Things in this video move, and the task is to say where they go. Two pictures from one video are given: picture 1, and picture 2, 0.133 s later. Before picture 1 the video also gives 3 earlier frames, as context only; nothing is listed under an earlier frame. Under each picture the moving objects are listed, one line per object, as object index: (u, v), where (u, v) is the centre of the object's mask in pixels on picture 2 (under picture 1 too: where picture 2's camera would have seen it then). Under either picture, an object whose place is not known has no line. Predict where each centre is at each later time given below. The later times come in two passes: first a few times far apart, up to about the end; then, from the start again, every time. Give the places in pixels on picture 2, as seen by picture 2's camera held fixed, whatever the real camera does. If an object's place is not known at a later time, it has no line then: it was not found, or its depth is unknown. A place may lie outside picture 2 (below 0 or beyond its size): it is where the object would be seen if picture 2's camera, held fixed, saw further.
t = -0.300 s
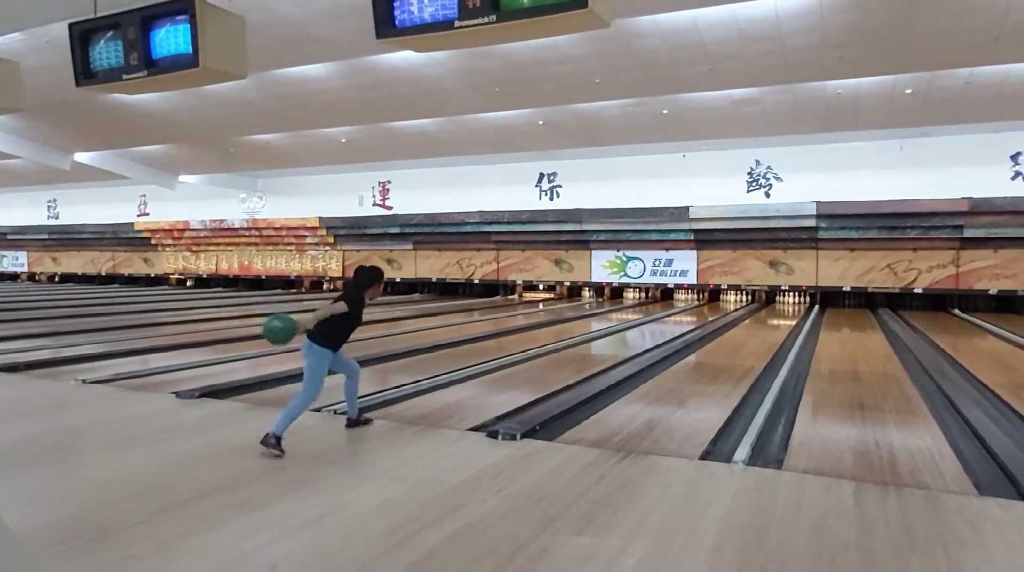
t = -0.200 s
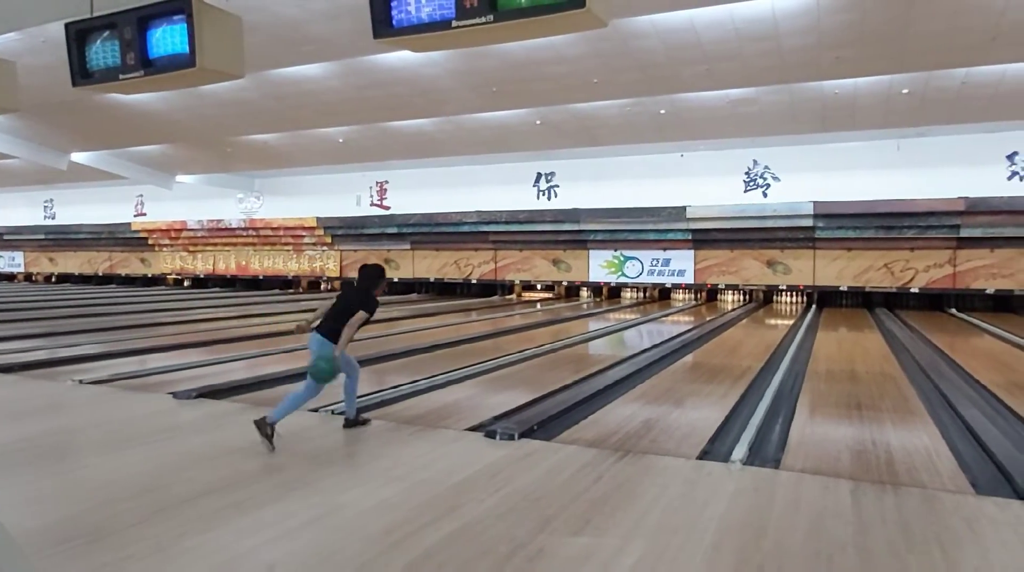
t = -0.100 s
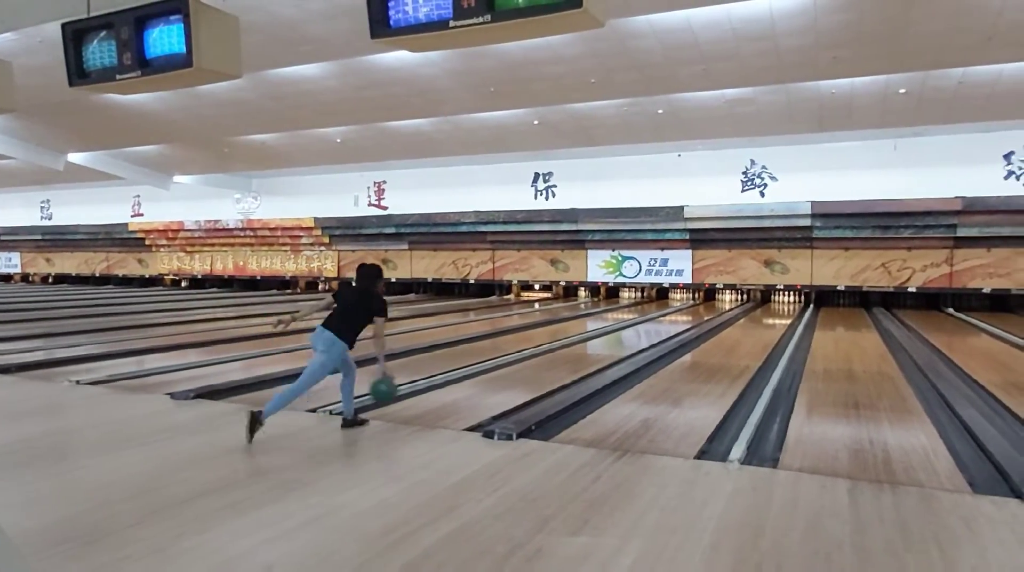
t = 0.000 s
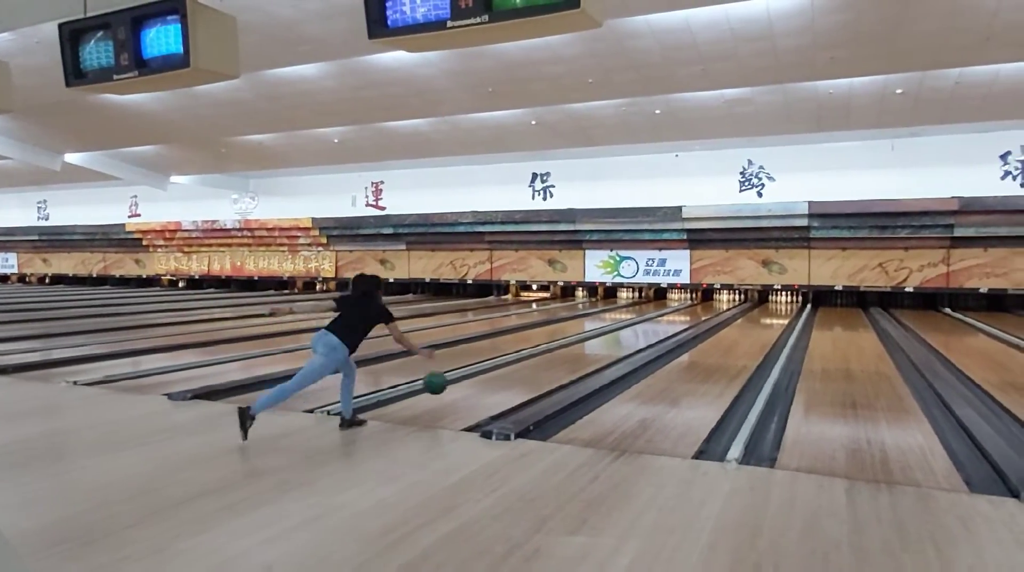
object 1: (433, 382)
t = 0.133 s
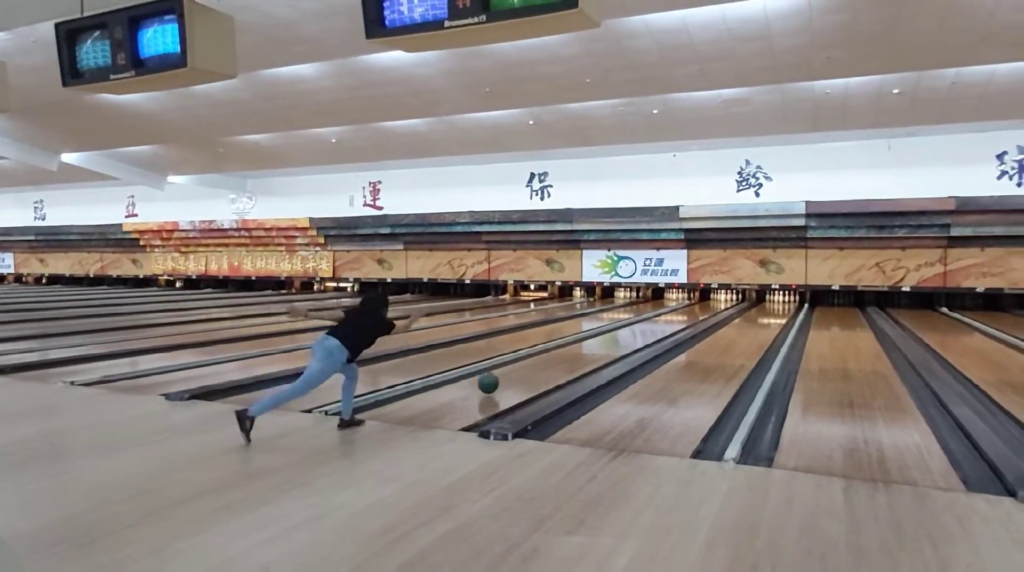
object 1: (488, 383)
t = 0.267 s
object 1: (531, 370)
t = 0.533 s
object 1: (592, 352)
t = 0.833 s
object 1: (639, 337)
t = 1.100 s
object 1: (668, 328)
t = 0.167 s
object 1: (500, 380)
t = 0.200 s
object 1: (511, 376)
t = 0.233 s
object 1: (521, 372)
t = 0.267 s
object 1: (531, 370)
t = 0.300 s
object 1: (540, 368)
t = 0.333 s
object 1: (548, 366)
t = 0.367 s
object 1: (556, 363)
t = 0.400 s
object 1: (564, 361)
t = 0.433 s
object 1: (572, 358)
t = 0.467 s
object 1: (579, 356)
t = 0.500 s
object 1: (586, 354)
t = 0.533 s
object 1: (592, 352)
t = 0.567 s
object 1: (598, 350)
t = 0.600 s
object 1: (604, 348)
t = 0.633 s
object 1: (610, 346)
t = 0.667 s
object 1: (615, 345)
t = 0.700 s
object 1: (620, 343)
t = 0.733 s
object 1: (625, 342)
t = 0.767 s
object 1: (630, 340)
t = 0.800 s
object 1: (634, 339)
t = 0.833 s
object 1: (639, 337)
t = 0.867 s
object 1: (643, 336)
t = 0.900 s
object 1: (647, 335)
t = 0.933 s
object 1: (650, 333)
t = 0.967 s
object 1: (654, 332)
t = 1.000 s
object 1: (658, 331)
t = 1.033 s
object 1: (662, 330)
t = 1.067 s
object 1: (665, 329)
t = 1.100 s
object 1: (668, 328)
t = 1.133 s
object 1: (671, 327)
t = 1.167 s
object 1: (674, 326)
